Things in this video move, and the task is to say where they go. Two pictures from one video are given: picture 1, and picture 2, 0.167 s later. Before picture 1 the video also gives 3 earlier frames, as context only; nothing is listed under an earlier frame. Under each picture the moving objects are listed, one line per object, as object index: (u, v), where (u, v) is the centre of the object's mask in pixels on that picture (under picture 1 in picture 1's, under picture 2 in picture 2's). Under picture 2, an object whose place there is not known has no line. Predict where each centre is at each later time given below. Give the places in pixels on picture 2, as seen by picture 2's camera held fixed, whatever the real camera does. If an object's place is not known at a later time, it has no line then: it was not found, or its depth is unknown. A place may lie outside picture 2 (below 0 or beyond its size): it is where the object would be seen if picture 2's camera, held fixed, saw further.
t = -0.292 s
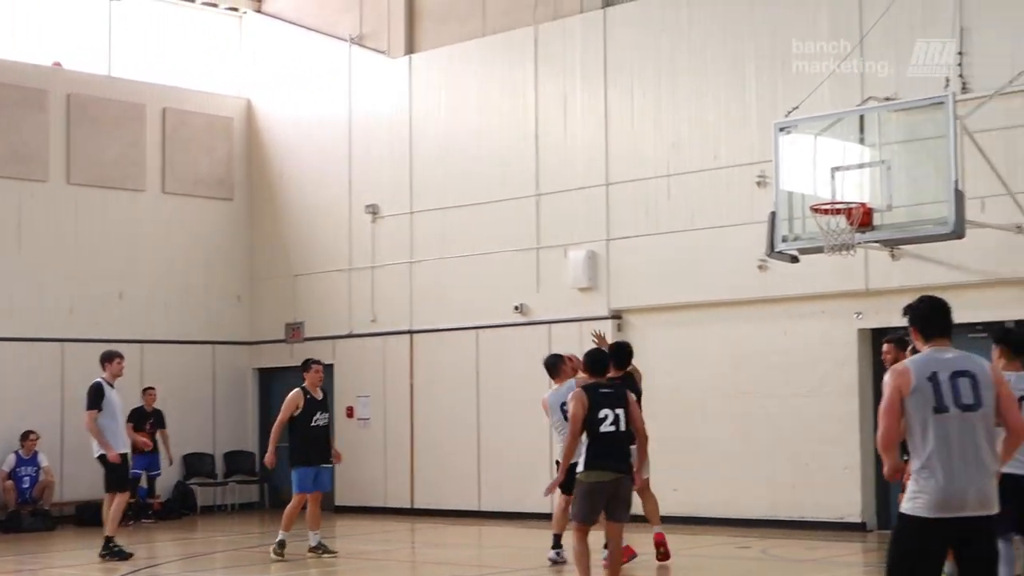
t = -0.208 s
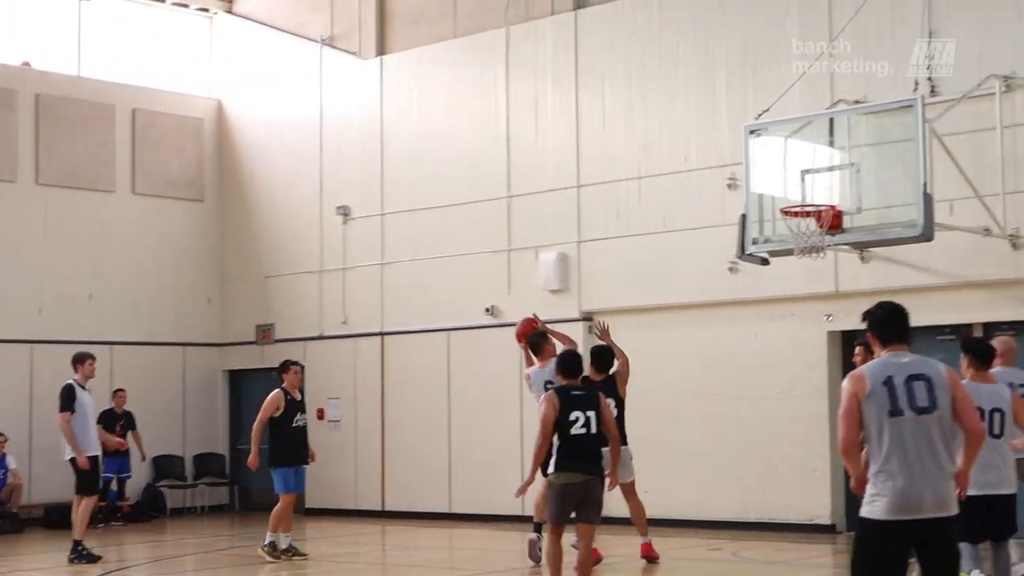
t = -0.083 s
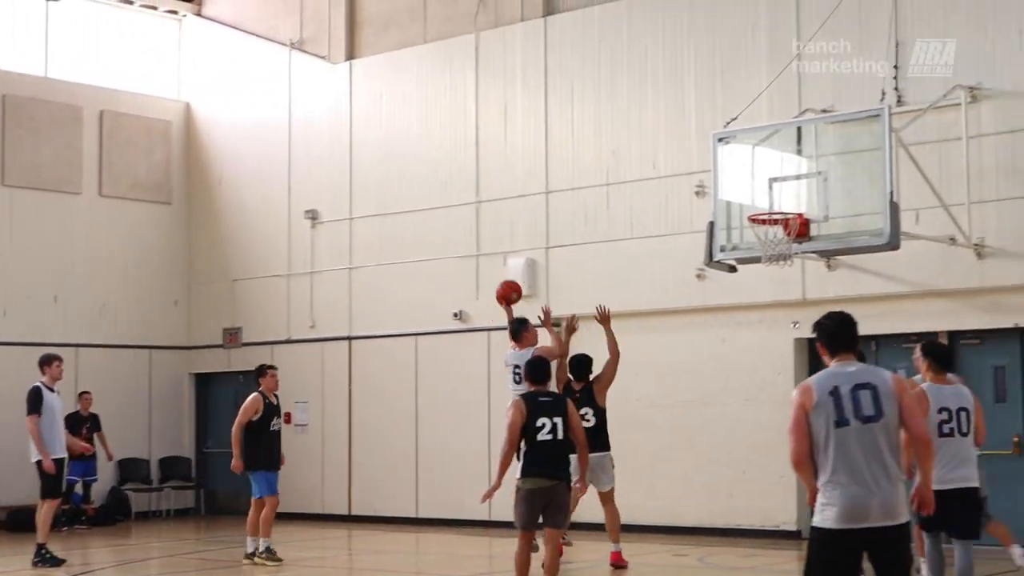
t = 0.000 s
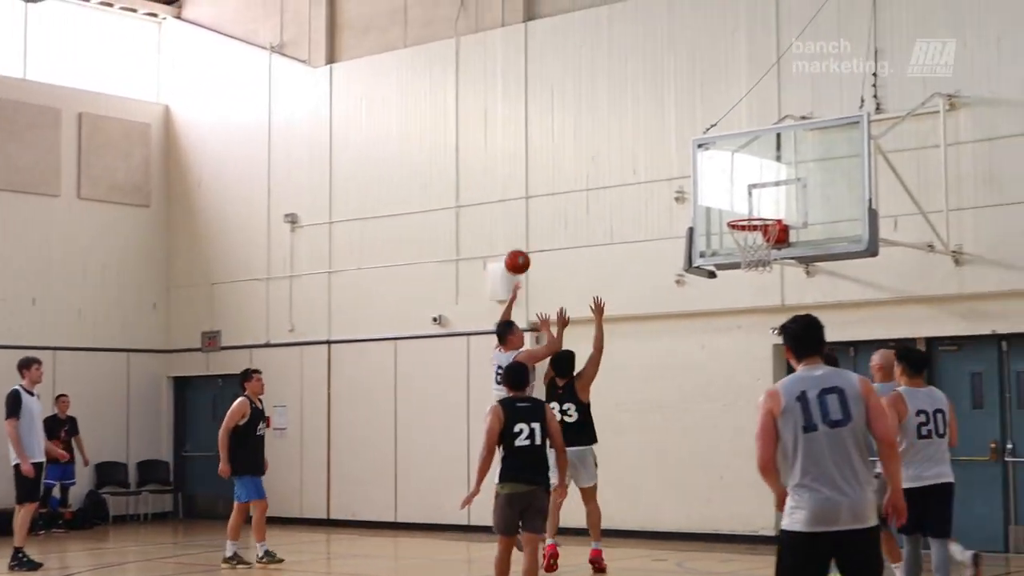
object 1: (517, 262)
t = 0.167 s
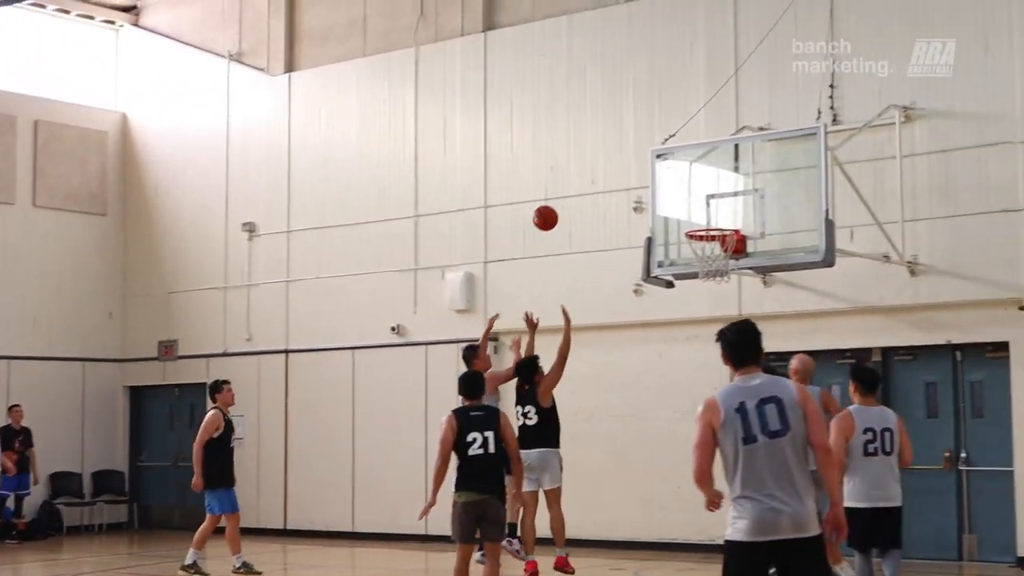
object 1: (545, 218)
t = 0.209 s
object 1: (563, 209)
